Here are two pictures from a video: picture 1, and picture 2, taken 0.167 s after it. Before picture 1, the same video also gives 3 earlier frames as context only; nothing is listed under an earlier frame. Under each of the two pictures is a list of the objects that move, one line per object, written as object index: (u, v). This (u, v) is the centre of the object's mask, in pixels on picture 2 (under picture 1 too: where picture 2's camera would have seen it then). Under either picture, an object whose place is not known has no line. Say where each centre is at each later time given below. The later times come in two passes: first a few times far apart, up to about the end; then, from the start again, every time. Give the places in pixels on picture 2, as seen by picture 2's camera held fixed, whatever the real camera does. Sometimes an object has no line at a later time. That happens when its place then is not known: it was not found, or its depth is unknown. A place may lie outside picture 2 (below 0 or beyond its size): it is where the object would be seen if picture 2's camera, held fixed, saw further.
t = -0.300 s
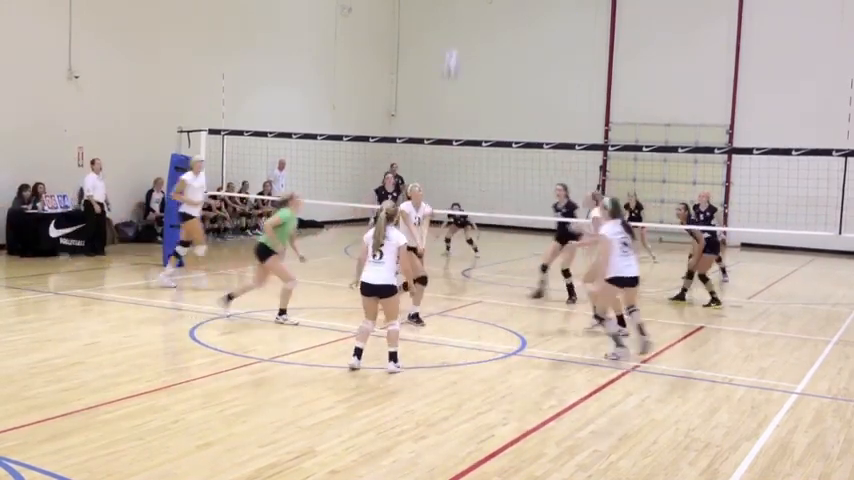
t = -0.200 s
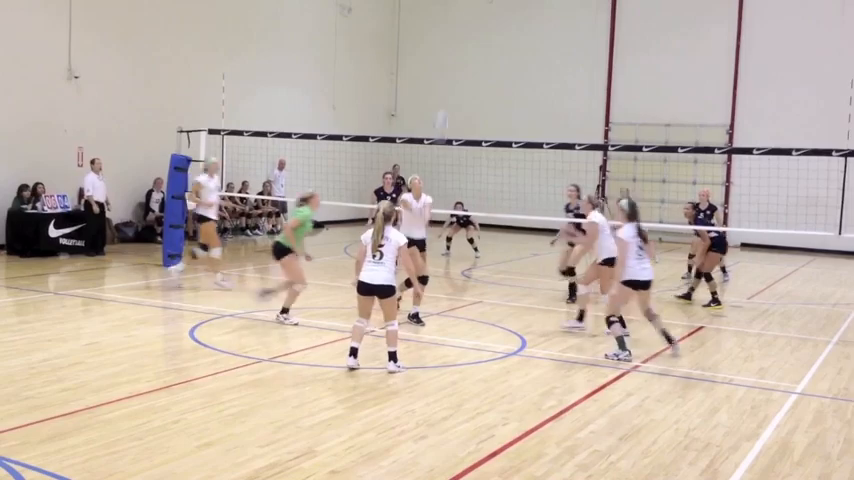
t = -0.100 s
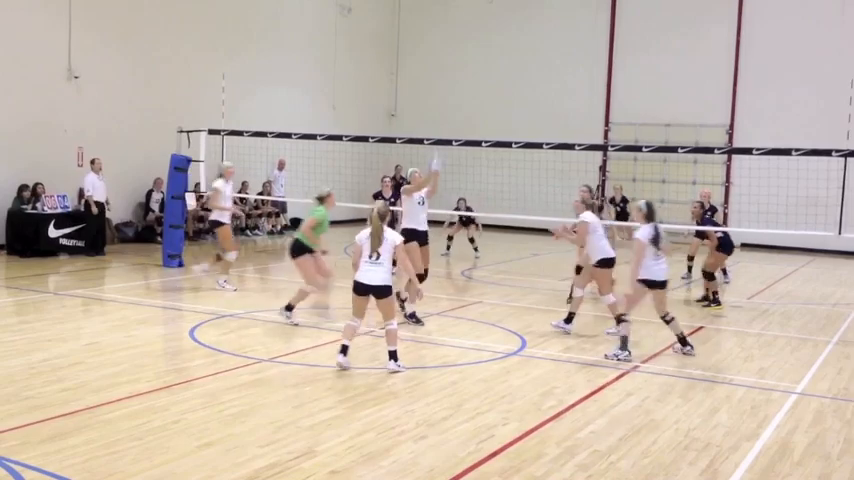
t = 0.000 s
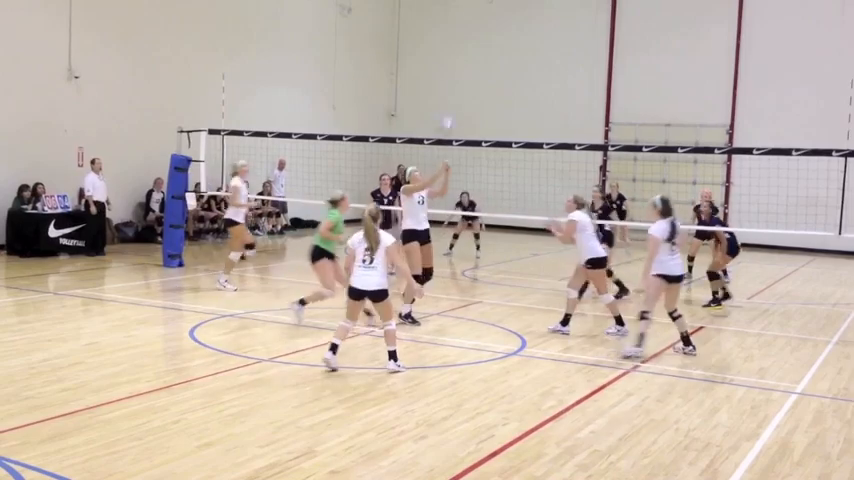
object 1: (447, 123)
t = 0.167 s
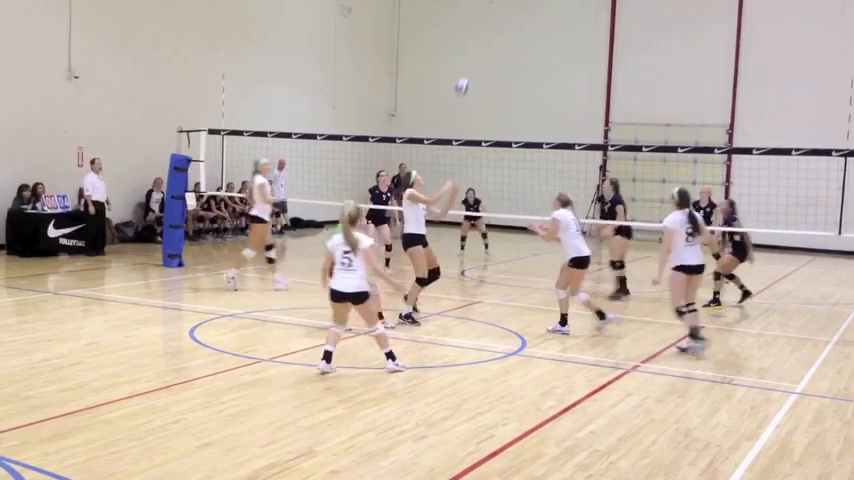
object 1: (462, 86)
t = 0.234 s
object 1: (467, 78)
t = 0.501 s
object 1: (482, 76)
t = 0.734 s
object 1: (490, 109)
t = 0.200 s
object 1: (465, 82)
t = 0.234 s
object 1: (467, 78)
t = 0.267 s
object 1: (469, 75)
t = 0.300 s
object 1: (471, 72)
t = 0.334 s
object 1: (473, 71)
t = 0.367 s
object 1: (475, 71)
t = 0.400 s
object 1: (477, 71)
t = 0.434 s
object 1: (479, 72)
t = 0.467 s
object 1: (480, 73)
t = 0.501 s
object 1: (482, 76)
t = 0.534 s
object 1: (483, 79)
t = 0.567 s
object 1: (485, 83)
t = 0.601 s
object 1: (486, 87)
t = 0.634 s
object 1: (487, 92)
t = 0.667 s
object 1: (488, 97)
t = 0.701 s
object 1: (489, 104)
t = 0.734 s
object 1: (490, 109)
